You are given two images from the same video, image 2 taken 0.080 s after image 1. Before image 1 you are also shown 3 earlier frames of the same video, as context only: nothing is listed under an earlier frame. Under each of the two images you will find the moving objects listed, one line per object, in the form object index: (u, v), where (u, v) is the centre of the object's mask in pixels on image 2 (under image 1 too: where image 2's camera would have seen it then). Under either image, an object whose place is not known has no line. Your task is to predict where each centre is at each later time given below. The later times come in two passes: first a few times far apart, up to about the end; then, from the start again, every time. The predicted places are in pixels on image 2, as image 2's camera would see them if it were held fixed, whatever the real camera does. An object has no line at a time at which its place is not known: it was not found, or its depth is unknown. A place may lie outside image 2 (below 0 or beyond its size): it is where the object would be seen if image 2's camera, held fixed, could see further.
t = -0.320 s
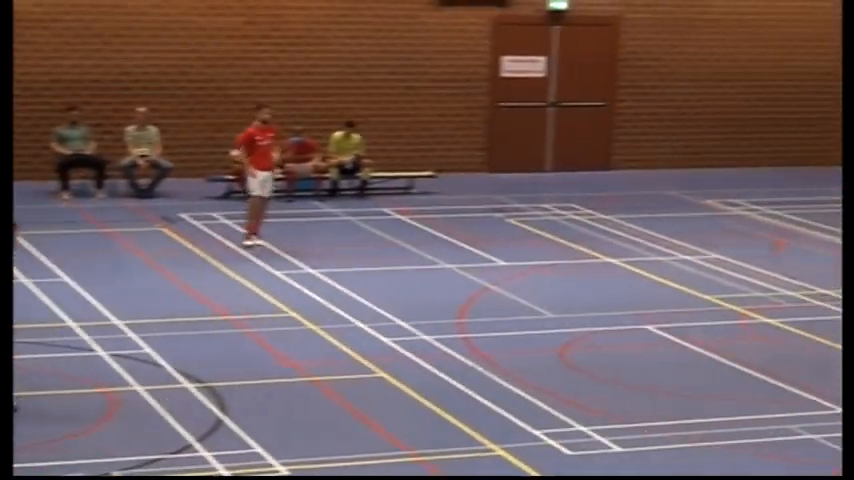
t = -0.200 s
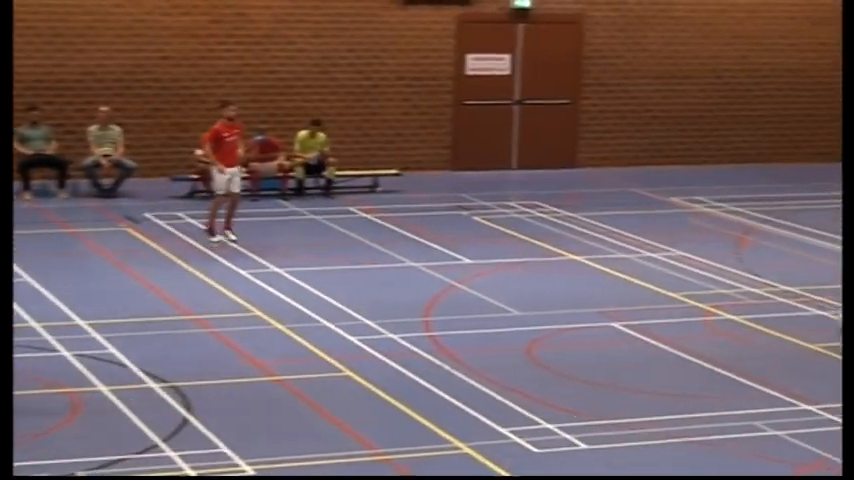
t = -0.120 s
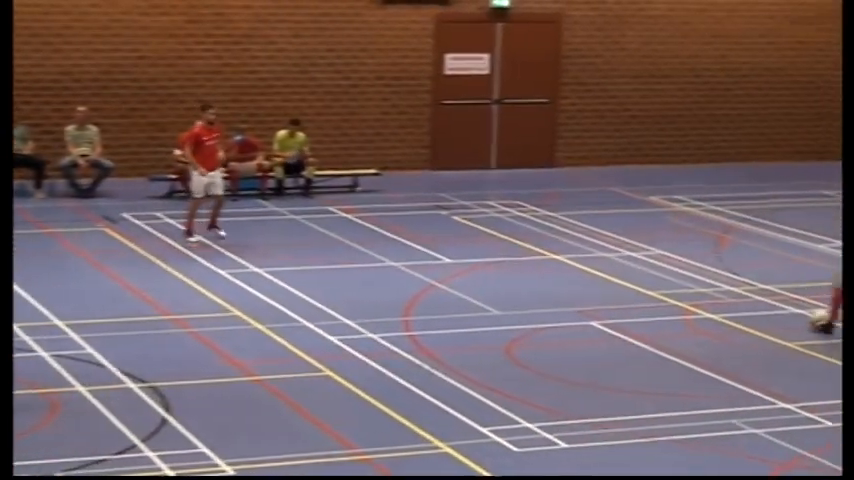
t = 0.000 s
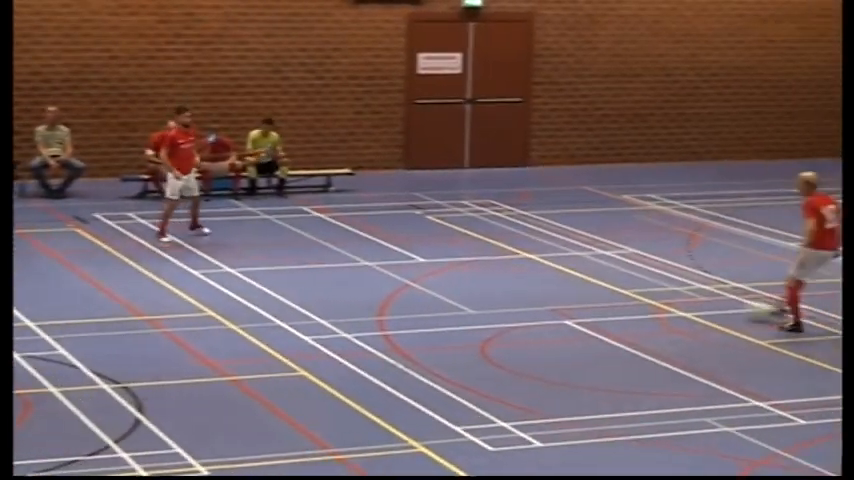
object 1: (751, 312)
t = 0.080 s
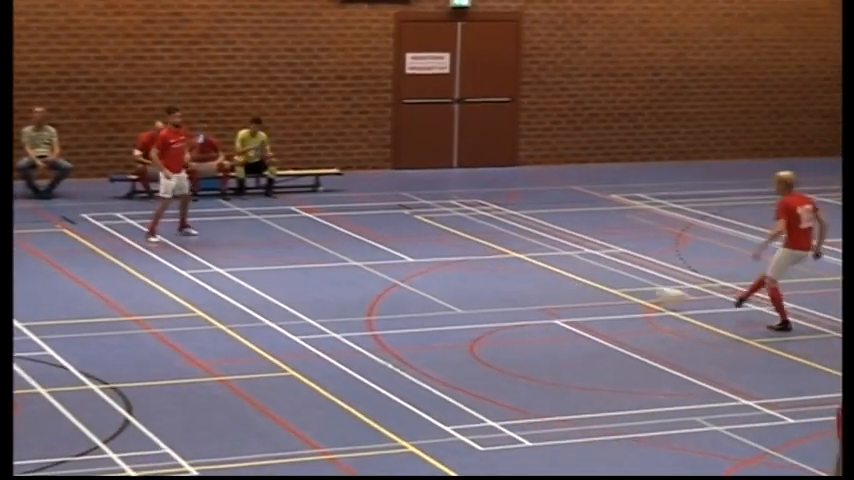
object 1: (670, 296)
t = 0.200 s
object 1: (563, 288)
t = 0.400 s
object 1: (418, 268)
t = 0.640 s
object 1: (278, 251)
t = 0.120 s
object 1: (632, 291)
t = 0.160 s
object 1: (596, 291)
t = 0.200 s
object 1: (563, 288)
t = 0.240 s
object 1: (531, 283)
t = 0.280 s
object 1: (502, 278)
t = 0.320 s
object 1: (472, 275)
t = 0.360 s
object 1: (443, 272)
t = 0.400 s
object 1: (418, 268)
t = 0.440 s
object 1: (392, 265)
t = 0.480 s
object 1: (367, 261)
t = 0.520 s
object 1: (342, 259)
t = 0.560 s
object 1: (319, 255)
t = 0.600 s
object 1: (299, 253)
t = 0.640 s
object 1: (278, 251)
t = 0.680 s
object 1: (258, 248)
